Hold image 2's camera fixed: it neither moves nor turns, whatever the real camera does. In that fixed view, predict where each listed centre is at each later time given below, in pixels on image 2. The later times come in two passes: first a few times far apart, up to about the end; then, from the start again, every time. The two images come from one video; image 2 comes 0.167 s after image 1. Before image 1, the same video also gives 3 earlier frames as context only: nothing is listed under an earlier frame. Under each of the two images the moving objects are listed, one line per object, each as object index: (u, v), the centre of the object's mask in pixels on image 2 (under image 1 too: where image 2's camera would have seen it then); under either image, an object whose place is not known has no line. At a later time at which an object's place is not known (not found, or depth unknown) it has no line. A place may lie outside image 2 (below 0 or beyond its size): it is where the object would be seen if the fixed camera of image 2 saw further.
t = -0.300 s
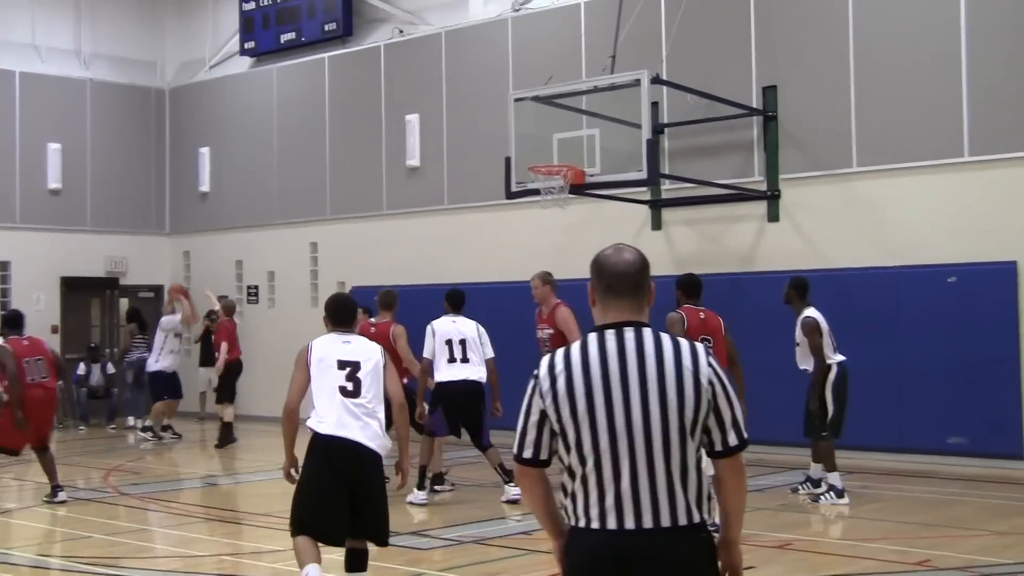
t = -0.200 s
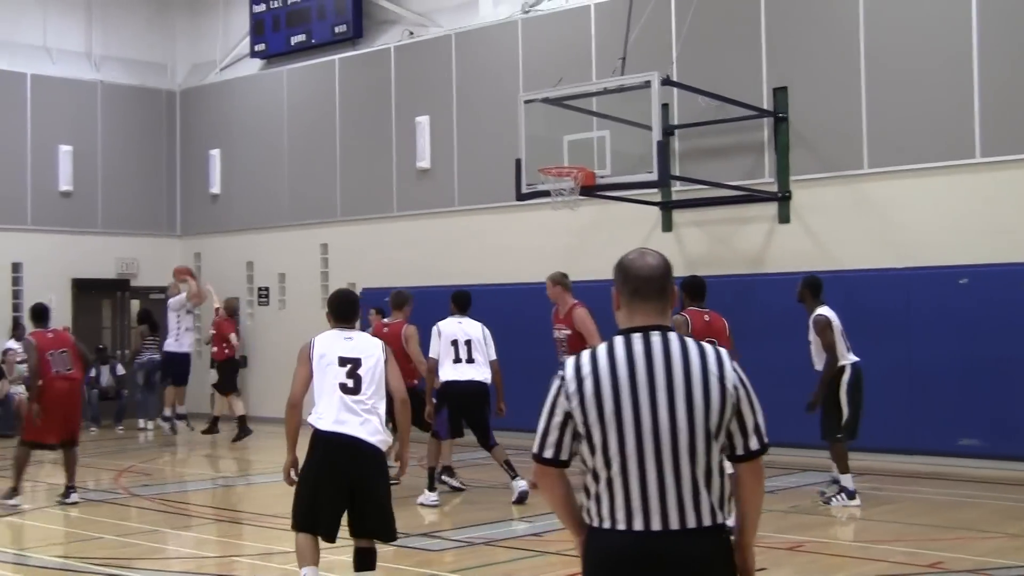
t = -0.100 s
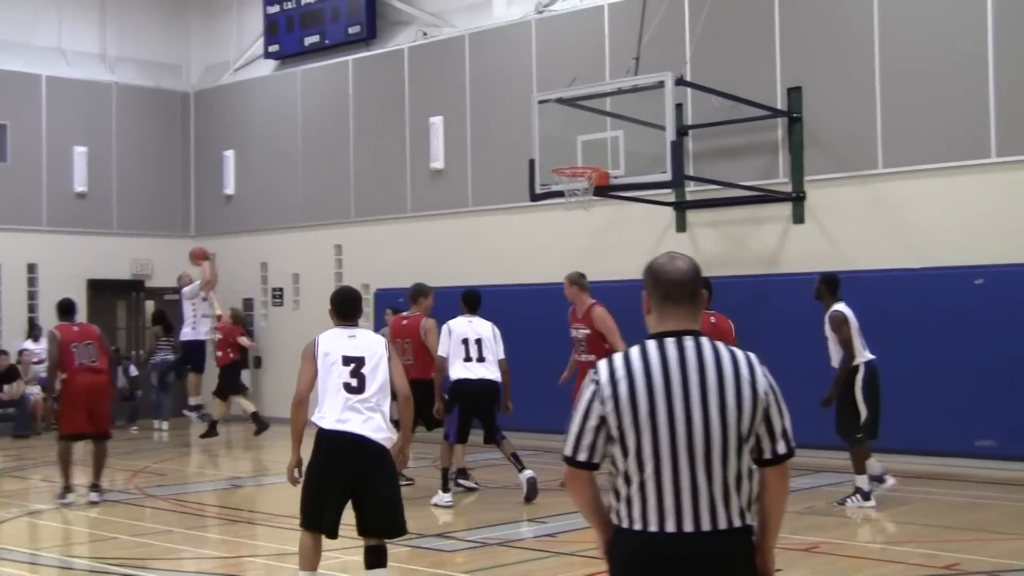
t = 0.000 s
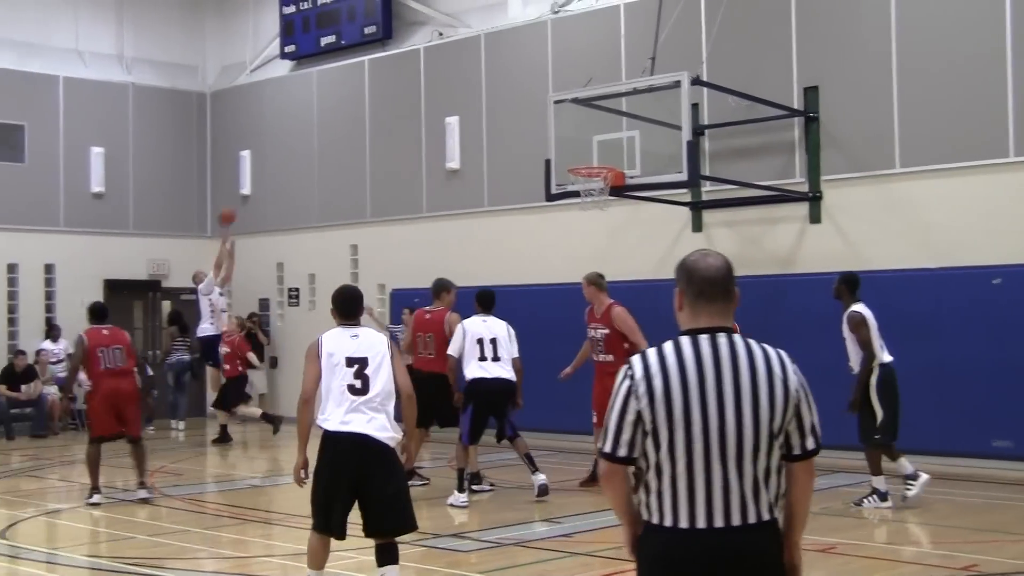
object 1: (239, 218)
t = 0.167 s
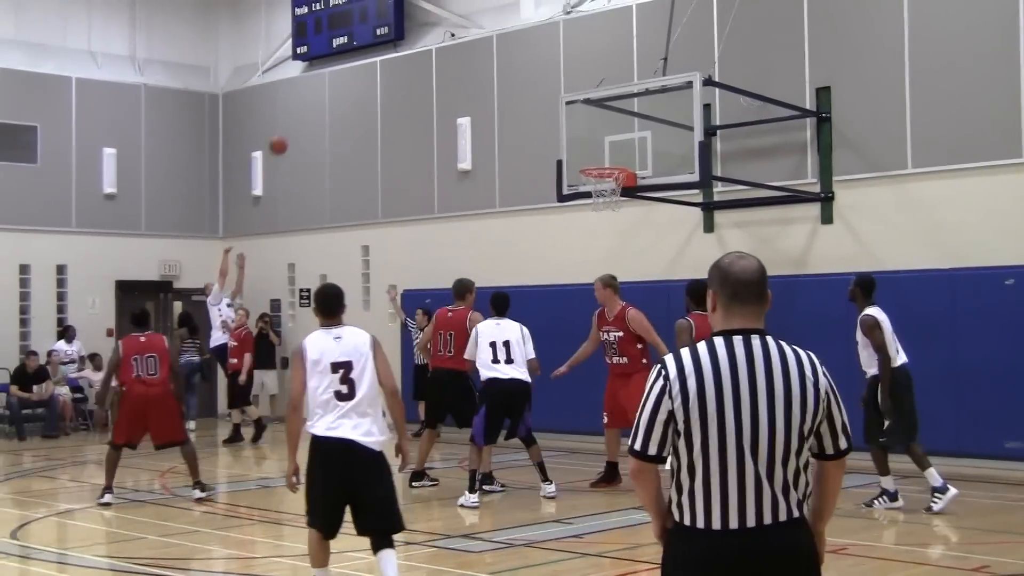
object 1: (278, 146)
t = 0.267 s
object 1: (303, 111)
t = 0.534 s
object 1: (373, 52)
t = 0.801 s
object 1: (450, 48)
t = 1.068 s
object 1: (535, 110)
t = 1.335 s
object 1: (562, 111)
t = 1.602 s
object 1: (528, 54)
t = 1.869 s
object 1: (496, 66)
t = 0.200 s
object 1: (286, 133)
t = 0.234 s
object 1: (295, 122)
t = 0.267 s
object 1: (303, 111)
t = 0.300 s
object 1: (311, 101)
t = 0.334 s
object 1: (320, 91)
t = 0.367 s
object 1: (328, 83)
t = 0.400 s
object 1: (337, 76)
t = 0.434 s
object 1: (346, 69)
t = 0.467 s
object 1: (355, 62)
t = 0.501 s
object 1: (363, 57)
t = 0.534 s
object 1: (373, 52)
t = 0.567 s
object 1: (382, 48)
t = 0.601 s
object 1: (391, 45)
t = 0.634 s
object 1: (401, 43)
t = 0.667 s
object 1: (410, 43)
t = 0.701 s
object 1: (420, 44)
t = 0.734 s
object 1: (430, 44)
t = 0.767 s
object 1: (440, 46)
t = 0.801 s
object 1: (450, 48)
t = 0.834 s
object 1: (459, 53)
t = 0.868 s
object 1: (470, 58)
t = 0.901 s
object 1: (481, 64)
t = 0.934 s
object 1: (491, 70)
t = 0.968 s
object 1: (502, 79)
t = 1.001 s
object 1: (513, 88)
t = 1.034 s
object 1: (524, 98)
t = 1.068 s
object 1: (535, 110)
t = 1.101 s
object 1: (547, 123)
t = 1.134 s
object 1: (558, 136)
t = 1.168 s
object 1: (571, 151)
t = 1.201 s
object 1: (579, 163)
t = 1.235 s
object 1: (575, 149)
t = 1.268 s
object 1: (570, 134)
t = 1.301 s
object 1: (566, 122)
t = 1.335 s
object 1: (562, 111)
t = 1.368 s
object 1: (557, 99)
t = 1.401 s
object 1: (553, 90)
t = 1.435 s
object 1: (549, 82)
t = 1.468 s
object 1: (545, 74)
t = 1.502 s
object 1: (540, 68)
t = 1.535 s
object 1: (536, 62)
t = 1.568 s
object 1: (532, 58)
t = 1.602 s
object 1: (528, 54)
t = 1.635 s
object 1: (524, 52)
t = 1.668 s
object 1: (520, 51)
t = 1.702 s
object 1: (516, 51)
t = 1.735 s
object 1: (512, 52)
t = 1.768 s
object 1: (508, 54)
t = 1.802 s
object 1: (504, 57)
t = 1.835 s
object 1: (500, 61)
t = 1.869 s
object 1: (496, 66)
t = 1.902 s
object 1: (492, 72)
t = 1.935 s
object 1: (488, 80)
